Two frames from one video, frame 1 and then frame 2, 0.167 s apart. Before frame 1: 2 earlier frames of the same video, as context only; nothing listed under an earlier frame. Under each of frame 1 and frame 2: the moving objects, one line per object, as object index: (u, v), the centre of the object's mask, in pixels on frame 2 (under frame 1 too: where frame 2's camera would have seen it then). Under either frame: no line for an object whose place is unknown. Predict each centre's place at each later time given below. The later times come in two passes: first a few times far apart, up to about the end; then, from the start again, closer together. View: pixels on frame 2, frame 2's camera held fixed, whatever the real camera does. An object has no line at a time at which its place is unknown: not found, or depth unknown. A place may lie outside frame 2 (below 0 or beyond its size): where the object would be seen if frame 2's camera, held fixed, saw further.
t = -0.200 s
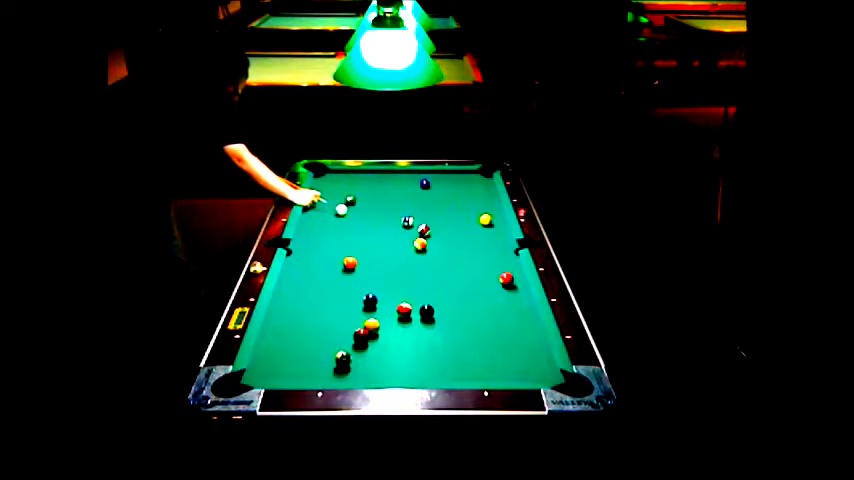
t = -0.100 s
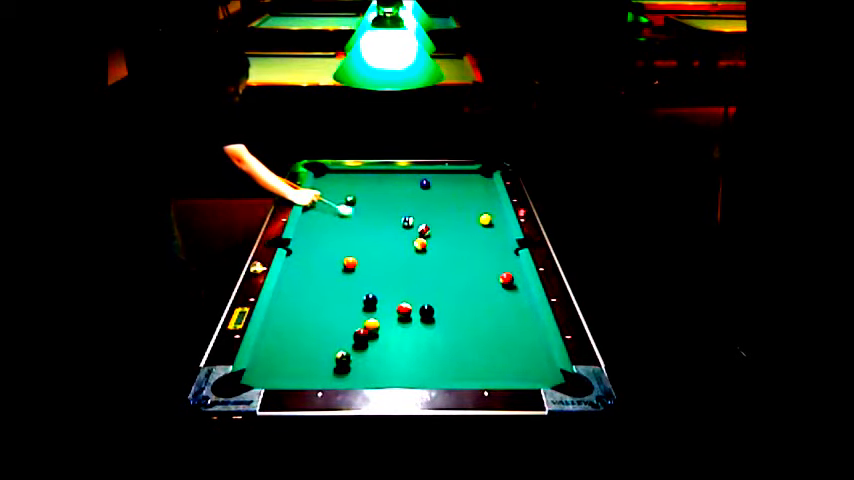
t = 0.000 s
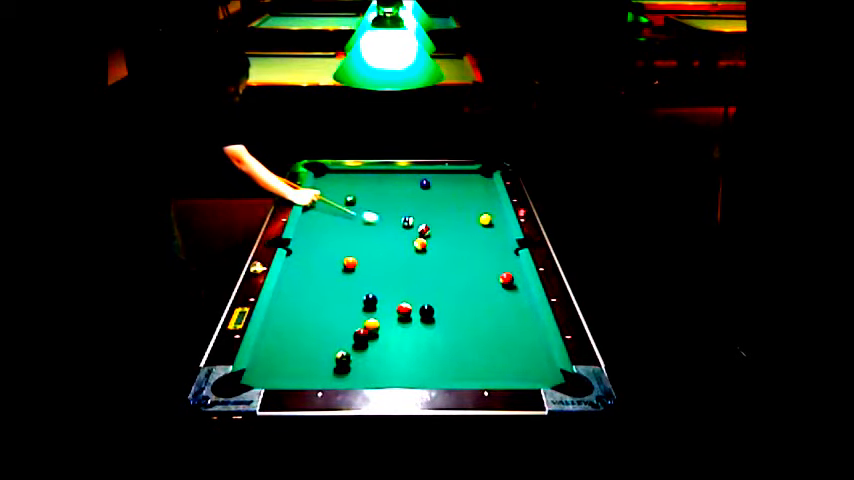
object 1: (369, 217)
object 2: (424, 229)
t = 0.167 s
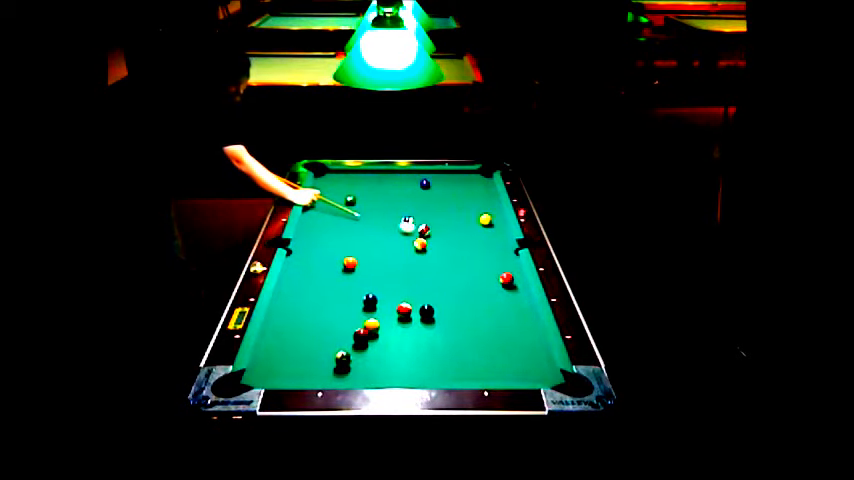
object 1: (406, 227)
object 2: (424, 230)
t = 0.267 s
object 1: (412, 231)
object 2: (439, 230)
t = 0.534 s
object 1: (423, 238)
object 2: (482, 235)
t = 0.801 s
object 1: (431, 241)
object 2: (500, 239)
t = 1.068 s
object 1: (439, 243)
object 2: (481, 244)
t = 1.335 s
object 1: (446, 245)
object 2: (463, 247)
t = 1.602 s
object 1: (440, 246)
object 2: (460, 251)
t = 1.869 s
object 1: (433, 246)
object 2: (460, 255)
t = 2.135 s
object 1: (428, 246)
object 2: (460, 258)
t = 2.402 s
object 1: (423, 246)
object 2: (460, 261)
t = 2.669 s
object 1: (420, 246)
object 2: (460, 263)
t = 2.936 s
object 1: (418, 246)
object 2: (460, 266)
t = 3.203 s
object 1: (418, 246)
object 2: (461, 266)
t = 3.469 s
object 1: (418, 246)
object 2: (461, 266)
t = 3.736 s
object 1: (418, 247)
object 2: (461, 266)
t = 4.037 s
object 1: (418, 247)
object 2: (462, 266)
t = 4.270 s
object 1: (418, 247)
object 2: (462, 266)
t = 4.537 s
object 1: (418, 247)
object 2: (462, 266)
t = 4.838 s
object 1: (418, 247)
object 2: (462, 266)
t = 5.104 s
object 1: (418, 247)
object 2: (461, 266)
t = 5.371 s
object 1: (418, 247)
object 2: (461, 266)
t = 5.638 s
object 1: (418, 246)
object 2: (461, 266)
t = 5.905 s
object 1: (418, 246)
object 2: (462, 266)
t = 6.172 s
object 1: (418, 246)
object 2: (462, 266)
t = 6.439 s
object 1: (418, 247)
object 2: (462, 266)
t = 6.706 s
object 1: (418, 246)
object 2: (462, 266)
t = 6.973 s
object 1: (418, 246)
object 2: (461, 266)
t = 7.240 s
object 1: (418, 247)
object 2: (461, 266)
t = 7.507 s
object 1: (418, 246)
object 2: (461, 266)
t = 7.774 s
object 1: (418, 246)
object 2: (462, 266)
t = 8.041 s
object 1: (418, 246)
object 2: (462, 266)
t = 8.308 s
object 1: (418, 246)
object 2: (462, 266)
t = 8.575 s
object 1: (418, 246)
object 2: (462, 266)
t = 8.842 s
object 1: (418, 246)
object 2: (462, 266)
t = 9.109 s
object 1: (418, 246)
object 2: (462, 266)
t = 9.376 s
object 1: (418, 246)
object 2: (462, 266)
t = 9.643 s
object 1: (418, 246)
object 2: (462, 266)
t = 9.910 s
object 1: (418, 246)
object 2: (462, 266)
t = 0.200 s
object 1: (412, 229)
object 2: (424, 230)
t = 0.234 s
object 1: (412, 230)
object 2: (432, 230)
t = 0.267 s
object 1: (412, 231)
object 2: (439, 230)
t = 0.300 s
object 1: (413, 233)
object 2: (446, 231)
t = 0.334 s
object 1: (414, 233)
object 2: (452, 232)
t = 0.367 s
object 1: (416, 234)
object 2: (457, 233)
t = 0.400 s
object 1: (417, 236)
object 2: (461, 234)
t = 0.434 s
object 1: (419, 237)
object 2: (467, 234)
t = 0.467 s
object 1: (420, 237)
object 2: (473, 235)
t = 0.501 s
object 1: (421, 238)
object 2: (476, 235)
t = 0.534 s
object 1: (423, 238)
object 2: (482, 235)
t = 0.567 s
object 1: (424, 238)
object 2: (488, 235)
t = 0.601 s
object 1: (425, 239)
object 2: (493, 237)
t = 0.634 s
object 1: (426, 239)
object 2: (497, 237)
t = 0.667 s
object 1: (428, 240)
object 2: (503, 237)
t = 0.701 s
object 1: (428, 240)
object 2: (507, 237)
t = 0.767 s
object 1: (430, 241)
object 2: (503, 238)
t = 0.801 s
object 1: (431, 241)
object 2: (500, 239)
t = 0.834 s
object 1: (432, 241)
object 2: (498, 240)
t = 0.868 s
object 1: (433, 242)
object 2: (495, 241)
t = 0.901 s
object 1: (434, 242)
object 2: (493, 242)
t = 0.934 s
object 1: (435, 242)
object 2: (491, 243)
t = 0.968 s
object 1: (436, 242)
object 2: (489, 243)
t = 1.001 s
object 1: (437, 243)
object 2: (486, 243)
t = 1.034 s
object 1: (438, 243)
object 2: (484, 243)
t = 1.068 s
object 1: (439, 243)
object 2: (481, 244)
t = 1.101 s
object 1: (440, 244)
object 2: (479, 244)
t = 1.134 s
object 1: (441, 244)
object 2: (477, 243)
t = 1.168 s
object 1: (442, 244)
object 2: (475, 244)
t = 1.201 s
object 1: (443, 244)
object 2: (472, 244)
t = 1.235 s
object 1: (444, 245)
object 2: (470, 245)
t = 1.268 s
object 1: (444, 245)
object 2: (468, 245)
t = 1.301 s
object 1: (445, 245)
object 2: (465, 246)
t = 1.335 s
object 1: (446, 245)
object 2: (463, 247)
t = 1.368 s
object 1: (447, 246)
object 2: (460, 248)
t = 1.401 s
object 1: (446, 245)
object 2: (460, 248)
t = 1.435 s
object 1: (445, 246)
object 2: (460, 248)
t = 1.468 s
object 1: (444, 246)
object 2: (460, 249)
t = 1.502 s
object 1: (443, 246)
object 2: (460, 249)
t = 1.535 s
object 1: (442, 246)
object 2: (460, 250)
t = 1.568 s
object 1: (441, 246)
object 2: (460, 250)
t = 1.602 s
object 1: (440, 246)
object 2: (460, 251)
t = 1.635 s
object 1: (439, 246)
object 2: (460, 251)
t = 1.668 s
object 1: (438, 246)
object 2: (460, 252)
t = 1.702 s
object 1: (437, 246)
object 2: (460, 252)
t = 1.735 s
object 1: (436, 246)
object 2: (460, 253)
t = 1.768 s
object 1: (435, 246)
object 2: (460, 254)
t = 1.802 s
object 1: (435, 246)
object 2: (460, 254)
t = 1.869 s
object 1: (433, 246)
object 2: (460, 255)
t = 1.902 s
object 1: (432, 246)
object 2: (460, 256)
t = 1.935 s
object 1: (432, 246)
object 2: (460, 257)
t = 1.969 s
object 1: (431, 246)
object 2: (460, 257)
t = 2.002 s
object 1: (430, 246)
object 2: (460, 257)
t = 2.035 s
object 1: (430, 246)
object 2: (460, 258)
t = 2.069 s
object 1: (429, 246)
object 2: (460, 257)
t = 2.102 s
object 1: (428, 246)
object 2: (459, 257)
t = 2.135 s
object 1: (428, 246)
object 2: (460, 258)
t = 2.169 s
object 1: (427, 246)
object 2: (460, 259)
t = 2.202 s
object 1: (426, 246)
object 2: (460, 259)
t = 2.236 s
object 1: (426, 246)
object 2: (459, 259)
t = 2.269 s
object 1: (425, 246)
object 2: (460, 259)
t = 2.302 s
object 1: (425, 246)
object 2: (460, 260)
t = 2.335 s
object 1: (424, 246)
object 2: (460, 260)
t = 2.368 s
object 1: (424, 246)
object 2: (460, 260)
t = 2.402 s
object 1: (423, 246)
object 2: (460, 261)
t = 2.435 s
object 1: (423, 246)
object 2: (460, 261)
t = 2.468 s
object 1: (422, 246)
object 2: (460, 262)
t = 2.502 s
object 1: (422, 246)
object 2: (460, 262)
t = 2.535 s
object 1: (422, 246)
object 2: (460, 262)
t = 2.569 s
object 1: (421, 246)
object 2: (460, 263)
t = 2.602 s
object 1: (421, 246)
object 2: (460, 263)
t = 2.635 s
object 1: (421, 246)
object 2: (460, 263)
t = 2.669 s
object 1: (420, 246)
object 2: (460, 263)
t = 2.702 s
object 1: (420, 246)
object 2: (460, 264)
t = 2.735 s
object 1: (420, 246)
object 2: (460, 264)
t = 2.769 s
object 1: (419, 246)
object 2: (460, 264)
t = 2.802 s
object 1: (419, 246)
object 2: (460, 265)
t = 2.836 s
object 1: (419, 246)
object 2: (460, 265)
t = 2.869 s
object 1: (418, 246)
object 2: (460, 265)
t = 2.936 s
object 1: (418, 246)
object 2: (460, 266)
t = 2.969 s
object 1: (418, 246)
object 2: (460, 266)
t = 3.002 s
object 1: (418, 246)
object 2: (461, 266)
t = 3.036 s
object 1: (418, 246)
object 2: (461, 266)
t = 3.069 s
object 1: (418, 247)
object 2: (461, 266)
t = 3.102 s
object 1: (418, 246)
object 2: (461, 266)
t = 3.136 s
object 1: (418, 247)
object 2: (461, 266)
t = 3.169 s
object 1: (418, 246)
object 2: (461, 266)
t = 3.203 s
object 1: (418, 246)
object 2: (461, 266)
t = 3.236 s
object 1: (418, 246)
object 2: (461, 266)
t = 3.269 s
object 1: (418, 247)
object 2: (461, 266)
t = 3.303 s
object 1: (418, 246)
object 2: (461, 266)
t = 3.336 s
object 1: (418, 246)
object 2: (461, 266)
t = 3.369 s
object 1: (418, 246)
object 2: (461, 266)
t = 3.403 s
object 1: (418, 246)
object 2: (461, 266)
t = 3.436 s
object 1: (418, 246)
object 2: (461, 266)
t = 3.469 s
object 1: (418, 246)
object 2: (461, 266)
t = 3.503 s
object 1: (418, 247)
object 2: (461, 266)
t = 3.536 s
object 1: (418, 247)
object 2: (461, 266)
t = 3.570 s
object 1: (418, 247)
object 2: (461, 266)
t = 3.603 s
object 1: (418, 247)
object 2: (461, 266)
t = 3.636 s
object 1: (418, 247)
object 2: (461, 266)
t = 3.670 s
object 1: (418, 247)
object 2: (461, 266)
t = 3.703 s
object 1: (418, 247)
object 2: (461, 266)
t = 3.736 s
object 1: (418, 247)
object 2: (461, 266)
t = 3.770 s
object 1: (418, 247)
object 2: (461, 266)
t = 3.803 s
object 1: (418, 247)
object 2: (461, 266)
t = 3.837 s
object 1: (418, 247)
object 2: (461, 266)
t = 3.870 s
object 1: (418, 247)
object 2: (461, 266)
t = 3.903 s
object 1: (418, 247)
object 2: (461, 266)
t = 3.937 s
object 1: (418, 247)
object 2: (461, 266)
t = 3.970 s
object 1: (418, 247)
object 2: (462, 266)
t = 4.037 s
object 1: (418, 247)
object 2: (462, 266)
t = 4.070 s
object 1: (418, 247)
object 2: (462, 266)
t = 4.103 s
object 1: (418, 247)
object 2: (462, 266)
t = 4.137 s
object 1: (418, 247)
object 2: (462, 266)
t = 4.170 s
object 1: (418, 247)
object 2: (462, 266)
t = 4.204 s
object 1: (418, 247)
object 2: (462, 266)
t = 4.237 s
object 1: (418, 247)
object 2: (462, 266)
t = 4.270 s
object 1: (418, 247)
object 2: (462, 266)
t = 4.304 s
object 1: (418, 247)
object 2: (462, 266)
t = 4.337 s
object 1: (418, 247)
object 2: (462, 266)
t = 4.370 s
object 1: (418, 247)
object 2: (462, 266)
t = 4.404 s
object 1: (418, 247)
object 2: (462, 266)
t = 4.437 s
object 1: (418, 247)
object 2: (462, 266)
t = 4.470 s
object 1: (418, 247)
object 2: (462, 266)
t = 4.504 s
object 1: (418, 247)
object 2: (462, 266)
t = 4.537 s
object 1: (418, 247)
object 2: (462, 266)
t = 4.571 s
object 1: (418, 247)
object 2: (462, 266)
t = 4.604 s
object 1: (418, 247)
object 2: (462, 266)
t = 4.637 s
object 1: (418, 247)
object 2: (462, 266)
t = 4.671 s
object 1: (418, 247)
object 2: (462, 266)
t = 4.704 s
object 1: (418, 247)
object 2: (462, 266)
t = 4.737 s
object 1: (418, 247)
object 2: (462, 266)
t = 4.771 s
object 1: (418, 247)
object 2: (462, 266)
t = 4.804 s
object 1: (418, 247)
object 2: (462, 266)
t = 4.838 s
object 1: (418, 247)
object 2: (462, 266)
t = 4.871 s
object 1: (418, 247)
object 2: (462, 266)
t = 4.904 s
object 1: (418, 247)
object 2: (461, 266)
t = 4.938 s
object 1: (418, 247)
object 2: (461, 266)
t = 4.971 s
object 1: (418, 247)
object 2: (461, 266)
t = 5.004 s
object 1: (418, 247)
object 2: (461, 266)
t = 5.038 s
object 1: (418, 247)
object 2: (461, 266)
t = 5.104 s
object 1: (418, 247)
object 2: (461, 266)
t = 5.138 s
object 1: (418, 247)
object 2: (461, 266)
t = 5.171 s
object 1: (418, 247)
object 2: (461, 266)
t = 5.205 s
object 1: (418, 247)
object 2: (461, 266)
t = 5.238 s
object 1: (418, 247)
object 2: (461, 266)
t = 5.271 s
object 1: (418, 247)
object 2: (461, 266)
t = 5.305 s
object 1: (418, 247)
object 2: (461, 266)
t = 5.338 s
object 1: (418, 247)
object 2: (461, 266)
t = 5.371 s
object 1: (418, 247)
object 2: (461, 266)
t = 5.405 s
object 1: (418, 247)
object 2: (461, 266)
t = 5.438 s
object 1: (418, 247)
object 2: (461, 266)
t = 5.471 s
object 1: (418, 246)
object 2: (461, 266)
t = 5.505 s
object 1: (418, 246)
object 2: (461, 266)
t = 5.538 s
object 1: (418, 246)
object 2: (461, 266)
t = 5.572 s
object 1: (418, 246)
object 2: (461, 266)
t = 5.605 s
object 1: (418, 246)
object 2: (461, 266)
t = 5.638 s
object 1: (418, 246)
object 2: (461, 266)
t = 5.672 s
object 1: (418, 246)
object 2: (461, 266)
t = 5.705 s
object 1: (418, 246)
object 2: (461, 266)
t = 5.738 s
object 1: (418, 246)
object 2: (462, 266)
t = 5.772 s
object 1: (418, 246)
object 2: (462, 266)
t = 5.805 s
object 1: (418, 246)
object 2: (462, 266)
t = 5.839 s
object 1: (418, 246)
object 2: (462, 266)
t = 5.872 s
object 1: (418, 246)
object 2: (462, 266)
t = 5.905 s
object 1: (418, 246)
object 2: (462, 266)
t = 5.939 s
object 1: (418, 246)
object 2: (462, 266)
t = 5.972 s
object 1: (418, 246)
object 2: (462, 266)
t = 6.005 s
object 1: (418, 246)
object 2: (462, 266)
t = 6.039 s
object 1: (418, 246)
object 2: (462, 266)
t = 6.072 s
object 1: (418, 246)
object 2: (462, 266)
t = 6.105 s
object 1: (418, 247)
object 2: (462, 266)
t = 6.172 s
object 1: (418, 246)
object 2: (462, 266)
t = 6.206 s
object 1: (418, 247)
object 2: (462, 266)
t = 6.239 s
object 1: (418, 246)
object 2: (462, 266)
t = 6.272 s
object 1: (418, 247)
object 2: (462, 266)
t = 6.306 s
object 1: (418, 247)
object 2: (462, 266)
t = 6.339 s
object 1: (418, 247)
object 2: (462, 266)
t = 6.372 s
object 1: (418, 247)
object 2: (462, 266)
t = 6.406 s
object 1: (418, 247)
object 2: (462, 266)
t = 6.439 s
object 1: (418, 247)
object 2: (462, 266)
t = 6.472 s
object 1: (418, 247)
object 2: (462, 266)
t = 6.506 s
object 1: (418, 247)
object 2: (462, 266)
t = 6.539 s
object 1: (418, 247)
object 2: (462, 266)
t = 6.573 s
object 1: (418, 247)
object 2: (462, 266)
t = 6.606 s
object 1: (418, 247)
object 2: (462, 266)
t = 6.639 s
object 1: (418, 246)
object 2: (462, 266)
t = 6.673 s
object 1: (418, 246)
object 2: (462, 266)
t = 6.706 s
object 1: (418, 246)
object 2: (462, 266)
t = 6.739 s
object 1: (418, 246)
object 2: (462, 266)
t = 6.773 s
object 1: (418, 246)
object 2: (462, 266)
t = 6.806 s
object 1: (418, 246)
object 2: (461, 266)
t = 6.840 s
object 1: (418, 246)
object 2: (461, 266)
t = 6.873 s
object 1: (418, 246)
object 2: (461, 266)
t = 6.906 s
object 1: (418, 246)
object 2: (461, 266)
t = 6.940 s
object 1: (418, 246)
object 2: (461, 266)
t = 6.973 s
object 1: (418, 246)
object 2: (461, 266)
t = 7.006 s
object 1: (418, 246)
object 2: (461, 266)
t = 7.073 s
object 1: (418, 246)
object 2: (461, 266)
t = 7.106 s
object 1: (418, 246)
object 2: (461, 266)
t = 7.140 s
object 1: (418, 246)
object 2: (461, 266)
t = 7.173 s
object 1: (418, 246)
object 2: (461, 266)
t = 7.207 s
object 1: (418, 246)
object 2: (461, 266)
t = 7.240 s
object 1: (418, 247)
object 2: (461, 266)
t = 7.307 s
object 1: (418, 246)
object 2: (461, 266)
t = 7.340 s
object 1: (418, 246)
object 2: (461, 266)
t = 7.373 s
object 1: (418, 246)
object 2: (461, 266)
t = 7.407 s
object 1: (418, 246)
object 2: (461, 266)
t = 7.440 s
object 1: (418, 246)
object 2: (461, 266)
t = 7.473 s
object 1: (418, 246)
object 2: (461, 266)
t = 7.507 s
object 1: (418, 246)
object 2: (461, 266)
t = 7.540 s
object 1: (418, 246)
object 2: (461, 266)
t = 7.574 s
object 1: (418, 246)
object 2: (461, 266)
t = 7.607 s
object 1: (418, 246)
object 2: (461, 266)
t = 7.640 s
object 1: (418, 246)
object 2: (461, 266)
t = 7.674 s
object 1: (418, 246)
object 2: (462, 266)
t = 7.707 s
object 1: (418, 246)
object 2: (462, 266)
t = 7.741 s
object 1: (418, 246)
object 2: (462, 266)
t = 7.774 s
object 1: (418, 246)
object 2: (462, 266)
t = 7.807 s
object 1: (418, 246)
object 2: (462, 266)
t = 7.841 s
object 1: (418, 246)
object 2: (462, 266)
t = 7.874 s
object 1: (418, 246)
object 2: (462, 266)
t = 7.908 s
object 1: (418, 246)
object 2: (462, 266)
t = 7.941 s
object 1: (418, 246)
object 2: (462, 266)
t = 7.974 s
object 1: (418, 246)
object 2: (462, 266)
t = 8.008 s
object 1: (418, 246)
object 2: (462, 266)
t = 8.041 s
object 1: (418, 246)
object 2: (462, 266)
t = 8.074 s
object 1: (418, 246)
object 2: (462, 266)
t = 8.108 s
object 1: (418, 246)
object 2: (462, 266)
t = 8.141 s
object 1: (418, 246)
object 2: (462, 266)
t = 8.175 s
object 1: (418, 246)
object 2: (462, 266)
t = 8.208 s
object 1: (418, 246)
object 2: (461, 266)
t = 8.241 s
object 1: (418, 246)
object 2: (462, 266)
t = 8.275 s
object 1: (418, 246)
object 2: (462, 266)
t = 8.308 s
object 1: (418, 246)
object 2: (462, 266)
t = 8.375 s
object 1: (418, 246)
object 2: (462, 266)
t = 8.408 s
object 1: (418, 246)
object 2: (462, 266)
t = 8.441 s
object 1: (418, 246)
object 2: (462, 266)
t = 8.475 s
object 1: (418, 246)
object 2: (462, 266)
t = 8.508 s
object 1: (418, 246)
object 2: (462, 266)
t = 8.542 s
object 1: (418, 246)
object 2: (462, 266)
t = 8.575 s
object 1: (418, 246)
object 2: (462, 266)
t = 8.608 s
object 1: (418, 246)
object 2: (462, 266)
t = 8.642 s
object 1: (418, 246)
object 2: (462, 266)
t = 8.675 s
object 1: (418, 246)
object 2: (462, 266)
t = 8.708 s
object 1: (418, 246)
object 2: (462, 266)
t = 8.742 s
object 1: (418, 246)
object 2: (462, 266)
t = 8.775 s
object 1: (418, 246)
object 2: (462, 266)
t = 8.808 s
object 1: (418, 246)
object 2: (462, 266)
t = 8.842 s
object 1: (418, 246)
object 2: (462, 266)
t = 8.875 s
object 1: (418, 246)
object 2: (462, 266)
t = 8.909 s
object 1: (418, 246)
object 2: (462, 266)
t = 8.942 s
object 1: (418, 246)
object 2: (462, 266)
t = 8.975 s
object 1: (418, 246)
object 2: (462, 266)
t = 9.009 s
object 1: (418, 246)
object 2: (462, 266)
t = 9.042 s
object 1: (418, 246)
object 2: (462, 266)
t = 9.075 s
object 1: (418, 246)
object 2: (462, 266)
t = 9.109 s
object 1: (418, 246)
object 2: (462, 266)
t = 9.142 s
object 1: (418, 246)
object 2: (462, 266)
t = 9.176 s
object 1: (418, 246)
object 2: (462, 266)
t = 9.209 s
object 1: (418, 246)
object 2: (462, 266)
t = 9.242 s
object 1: (418, 246)
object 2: (462, 266)
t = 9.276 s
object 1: (418, 246)
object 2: (462, 266)
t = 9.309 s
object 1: (418, 246)
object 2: (462, 266)
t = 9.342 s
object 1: (418, 246)
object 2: (462, 266)
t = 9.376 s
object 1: (418, 246)
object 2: (462, 266)
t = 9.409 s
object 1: (418, 246)
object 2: (462, 266)
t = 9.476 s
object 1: (418, 246)
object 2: (462, 266)
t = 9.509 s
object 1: (418, 246)
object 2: (462, 266)
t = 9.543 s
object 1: (418, 246)
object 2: (462, 266)
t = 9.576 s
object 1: (418, 246)
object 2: (462, 266)
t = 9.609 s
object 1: (418, 246)
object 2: (462, 266)
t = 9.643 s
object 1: (418, 246)
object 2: (462, 266)
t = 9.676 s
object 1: (418, 246)
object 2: (462, 266)
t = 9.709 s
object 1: (418, 246)
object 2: (462, 266)
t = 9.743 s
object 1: (418, 246)
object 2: (462, 266)
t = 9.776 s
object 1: (418, 246)
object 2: (462, 266)
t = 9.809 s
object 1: (418, 246)
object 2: (462, 266)
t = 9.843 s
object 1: (418, 246)
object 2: (462, 266)
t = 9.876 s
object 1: (418, 246)
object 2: (462, 266)
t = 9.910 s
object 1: (418, 246)
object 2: (462, 266)
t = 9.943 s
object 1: (418, 246)
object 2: (462, 266)
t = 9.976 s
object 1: (418, 246)
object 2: (462, 266)
